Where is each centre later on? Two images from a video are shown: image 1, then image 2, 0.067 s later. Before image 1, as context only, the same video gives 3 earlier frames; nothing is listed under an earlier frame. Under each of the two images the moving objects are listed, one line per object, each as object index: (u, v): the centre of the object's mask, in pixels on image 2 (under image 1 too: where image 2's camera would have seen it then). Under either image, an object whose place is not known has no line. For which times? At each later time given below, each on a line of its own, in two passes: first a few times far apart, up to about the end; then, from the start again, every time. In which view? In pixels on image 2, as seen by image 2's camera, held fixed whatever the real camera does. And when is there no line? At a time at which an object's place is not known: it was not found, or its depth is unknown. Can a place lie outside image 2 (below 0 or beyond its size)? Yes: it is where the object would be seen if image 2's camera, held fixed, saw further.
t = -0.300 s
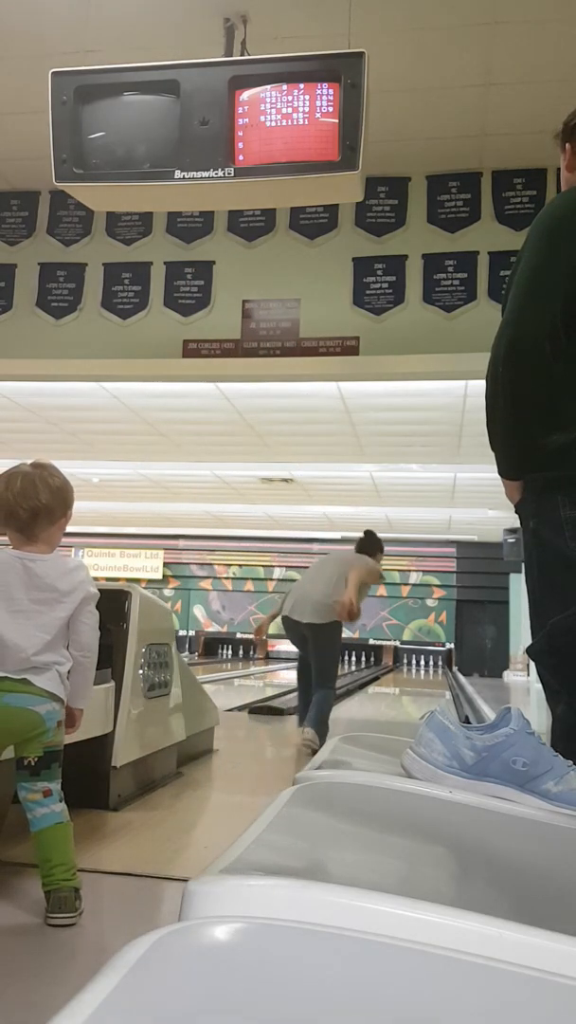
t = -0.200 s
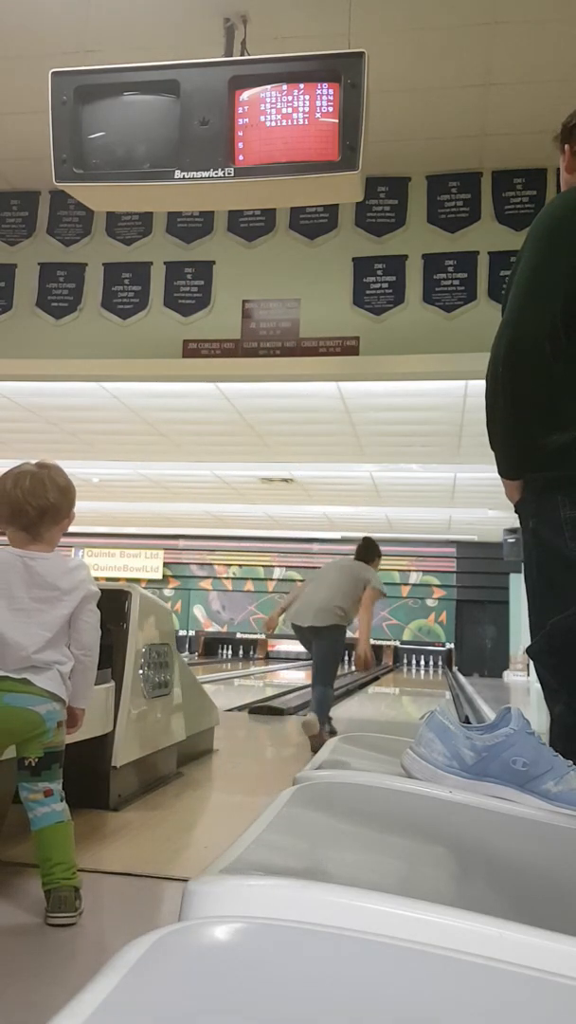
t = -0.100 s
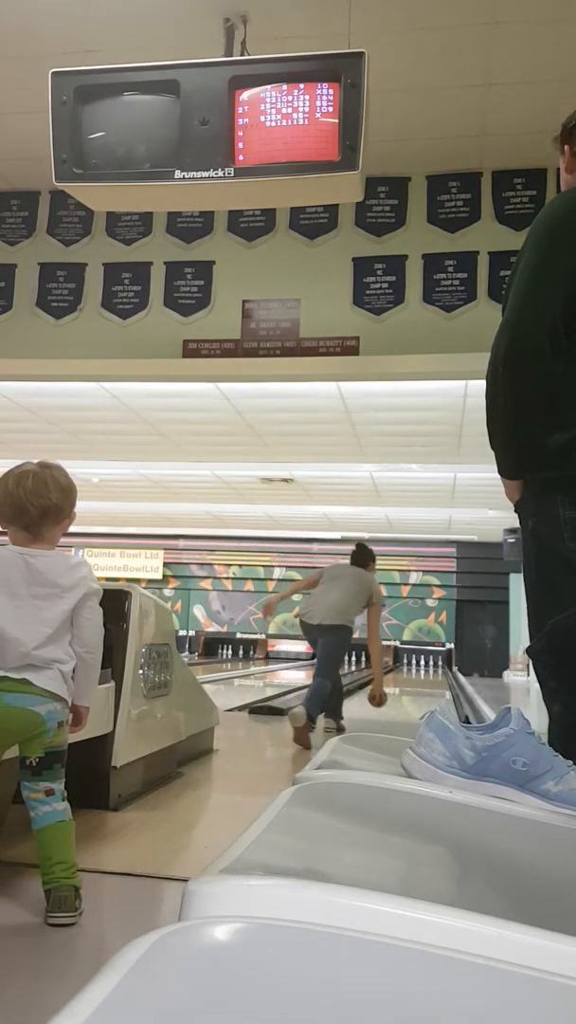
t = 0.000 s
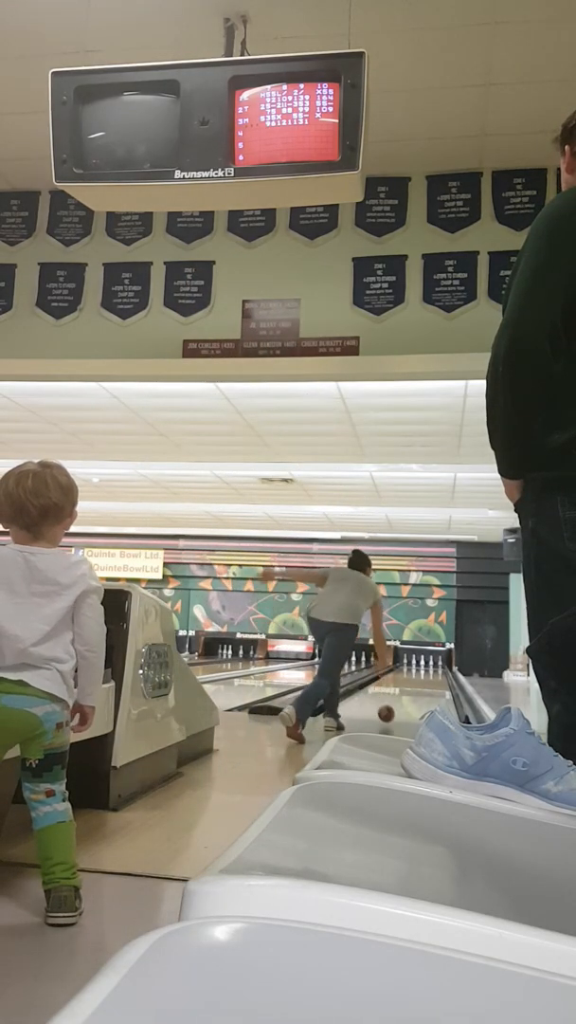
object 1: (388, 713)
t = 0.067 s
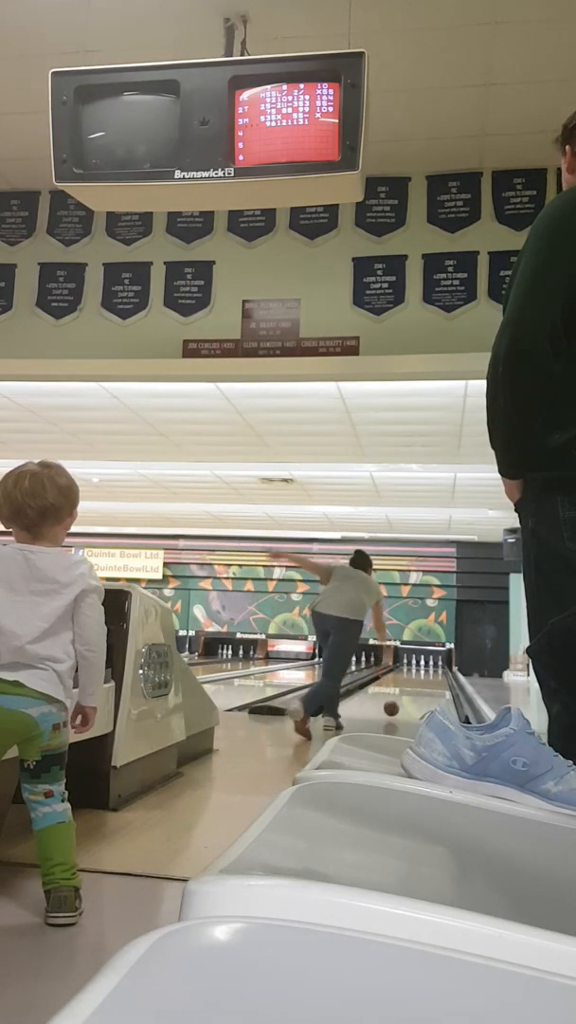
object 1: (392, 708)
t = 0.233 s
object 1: (400, 701)
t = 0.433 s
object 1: (407, 692)
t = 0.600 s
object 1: (412, 686)
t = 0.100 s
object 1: (393, 706)
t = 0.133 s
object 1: (395, 706)
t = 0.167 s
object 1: (397, 703)
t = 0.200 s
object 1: (399, 702)
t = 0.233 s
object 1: (400, 701)
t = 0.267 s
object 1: (402, 698)
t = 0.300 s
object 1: (403, 697)
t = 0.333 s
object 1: (404, 695)
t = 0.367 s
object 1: (405, 694)
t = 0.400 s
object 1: (406, 693)
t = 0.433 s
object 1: (407, 692)
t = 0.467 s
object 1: (409, 691)
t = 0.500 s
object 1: (409, 689)
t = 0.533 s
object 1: (410, 688)
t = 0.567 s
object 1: (411, 687)
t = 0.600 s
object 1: (412, 686)
